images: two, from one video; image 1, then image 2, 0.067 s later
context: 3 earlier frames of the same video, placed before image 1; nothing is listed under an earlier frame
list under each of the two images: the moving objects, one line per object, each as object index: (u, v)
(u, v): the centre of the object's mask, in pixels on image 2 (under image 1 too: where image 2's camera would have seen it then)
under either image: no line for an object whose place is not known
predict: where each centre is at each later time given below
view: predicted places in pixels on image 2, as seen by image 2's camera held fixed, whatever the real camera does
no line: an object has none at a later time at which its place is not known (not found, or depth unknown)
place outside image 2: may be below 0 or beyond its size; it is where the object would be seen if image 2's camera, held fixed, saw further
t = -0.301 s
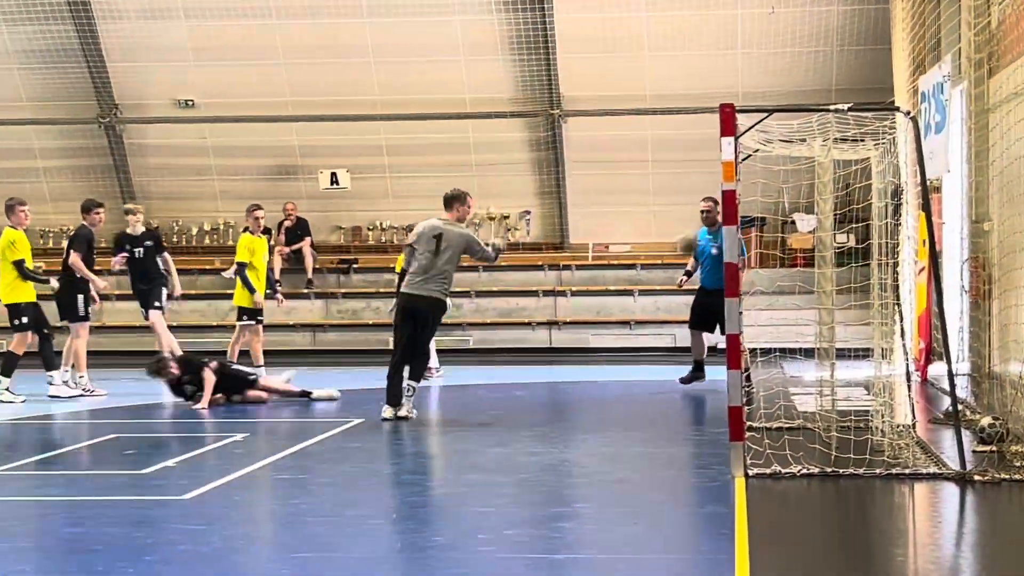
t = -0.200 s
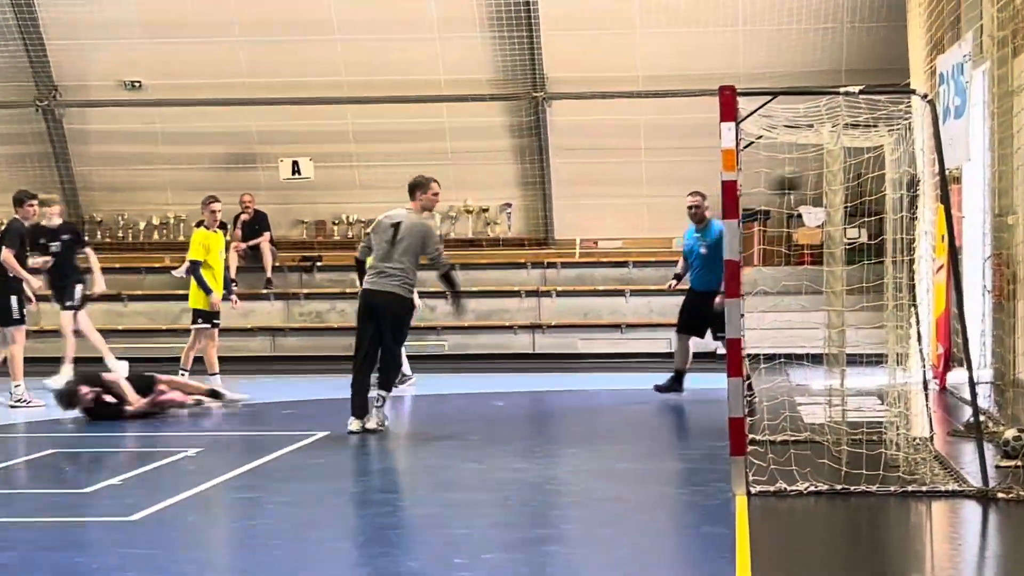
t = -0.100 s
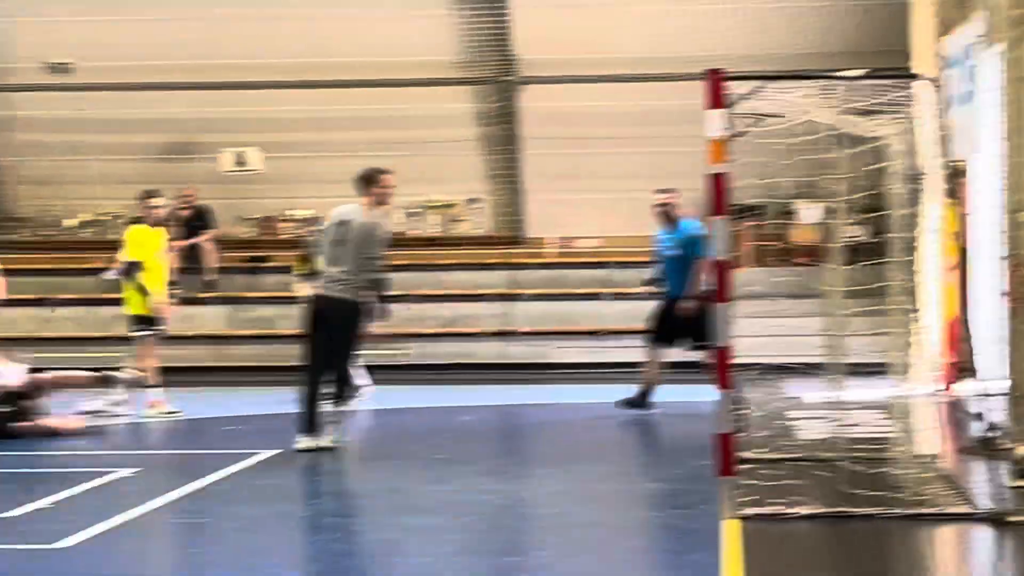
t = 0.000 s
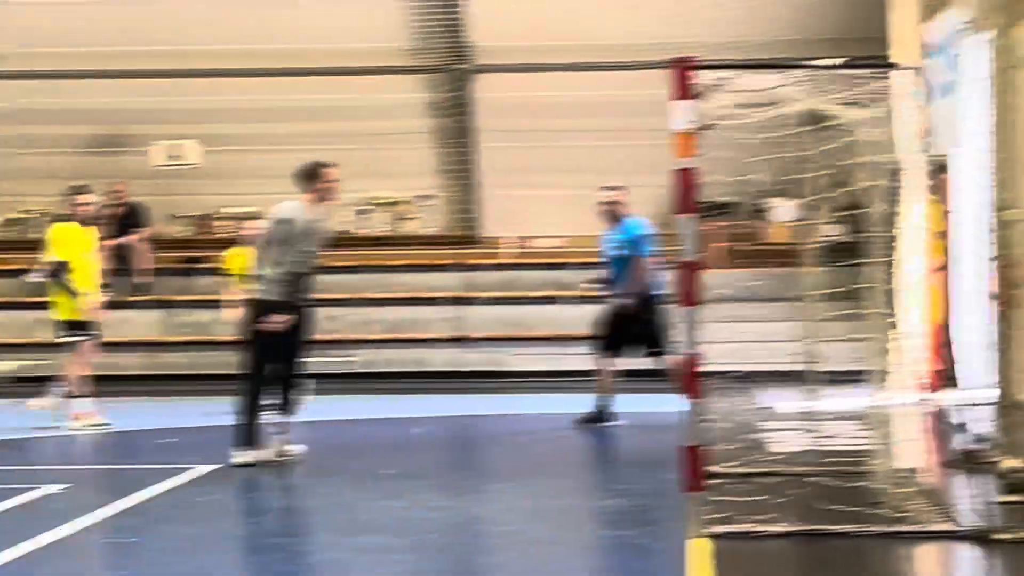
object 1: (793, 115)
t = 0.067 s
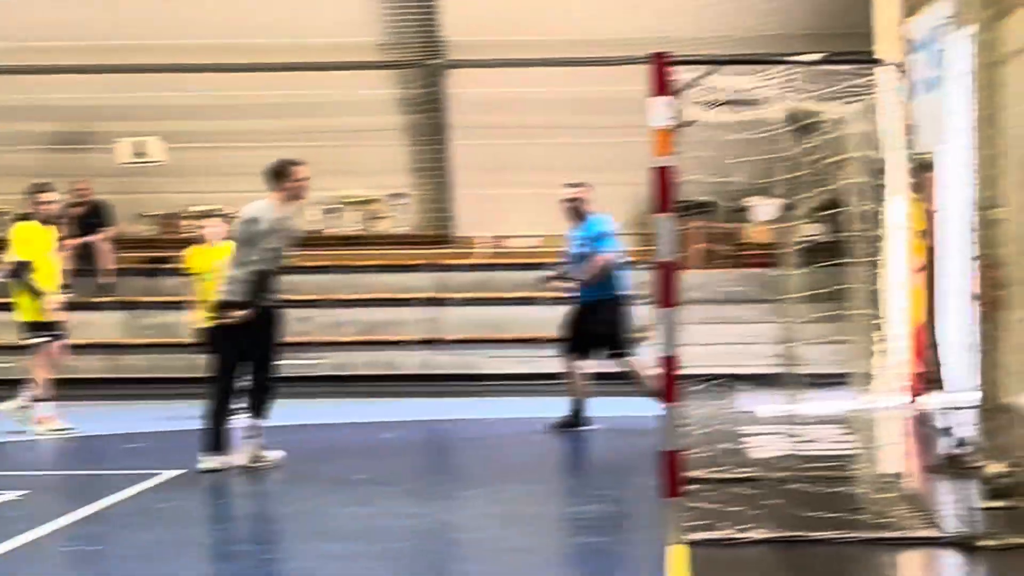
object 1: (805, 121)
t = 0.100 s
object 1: (809, 130)
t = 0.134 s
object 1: (808, 134)
